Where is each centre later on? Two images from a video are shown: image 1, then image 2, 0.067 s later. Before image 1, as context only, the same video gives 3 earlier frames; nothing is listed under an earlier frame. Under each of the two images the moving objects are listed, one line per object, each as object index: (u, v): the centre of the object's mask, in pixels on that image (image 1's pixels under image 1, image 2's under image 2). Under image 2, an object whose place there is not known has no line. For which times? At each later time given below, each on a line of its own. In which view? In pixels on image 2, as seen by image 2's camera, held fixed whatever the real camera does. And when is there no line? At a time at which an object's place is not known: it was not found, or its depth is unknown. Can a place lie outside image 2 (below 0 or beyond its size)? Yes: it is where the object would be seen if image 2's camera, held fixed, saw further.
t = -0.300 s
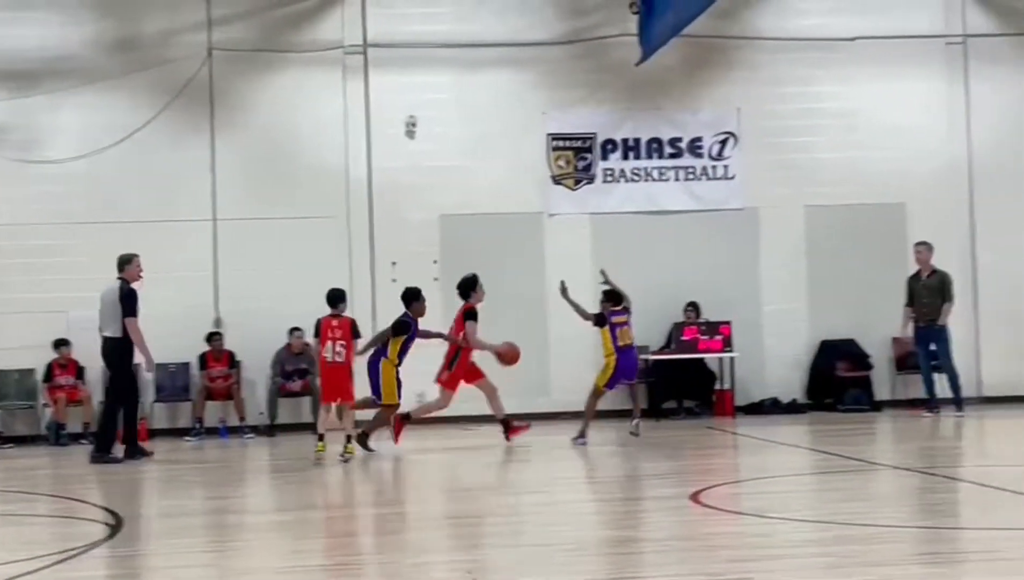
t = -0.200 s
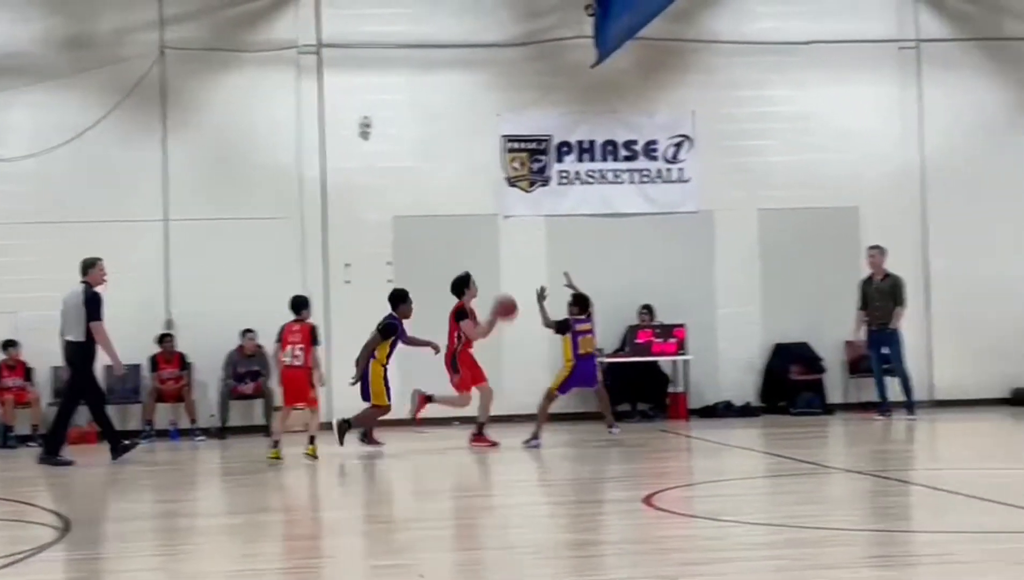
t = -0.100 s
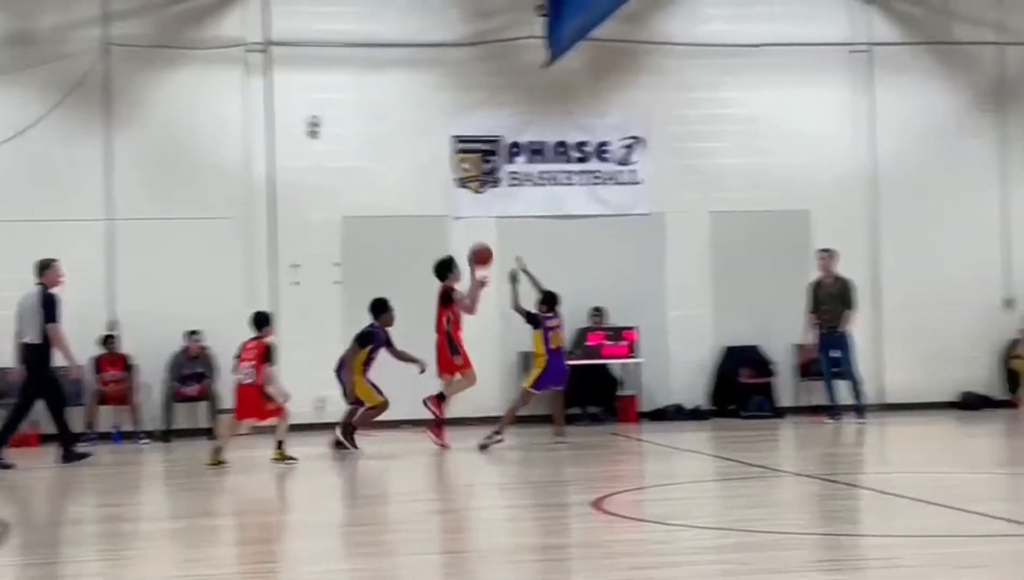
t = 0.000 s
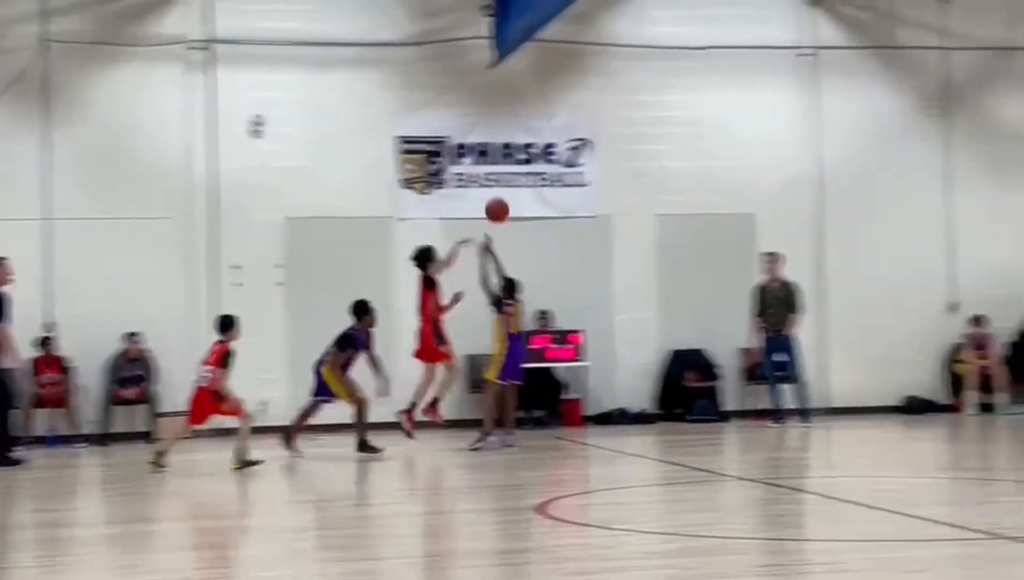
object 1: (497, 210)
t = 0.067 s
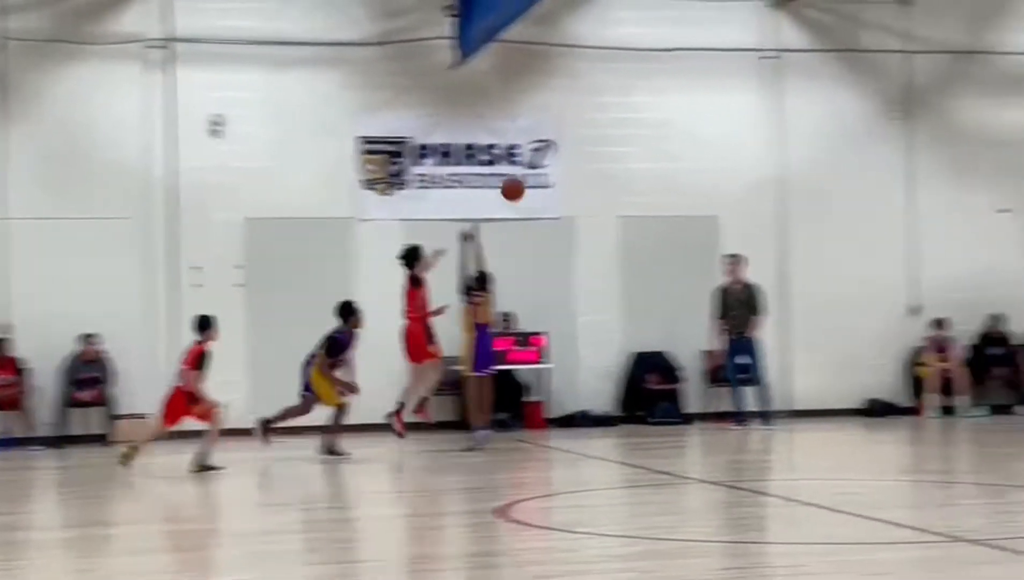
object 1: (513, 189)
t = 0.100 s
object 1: (539, 180)
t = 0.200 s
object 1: (616, 159)
